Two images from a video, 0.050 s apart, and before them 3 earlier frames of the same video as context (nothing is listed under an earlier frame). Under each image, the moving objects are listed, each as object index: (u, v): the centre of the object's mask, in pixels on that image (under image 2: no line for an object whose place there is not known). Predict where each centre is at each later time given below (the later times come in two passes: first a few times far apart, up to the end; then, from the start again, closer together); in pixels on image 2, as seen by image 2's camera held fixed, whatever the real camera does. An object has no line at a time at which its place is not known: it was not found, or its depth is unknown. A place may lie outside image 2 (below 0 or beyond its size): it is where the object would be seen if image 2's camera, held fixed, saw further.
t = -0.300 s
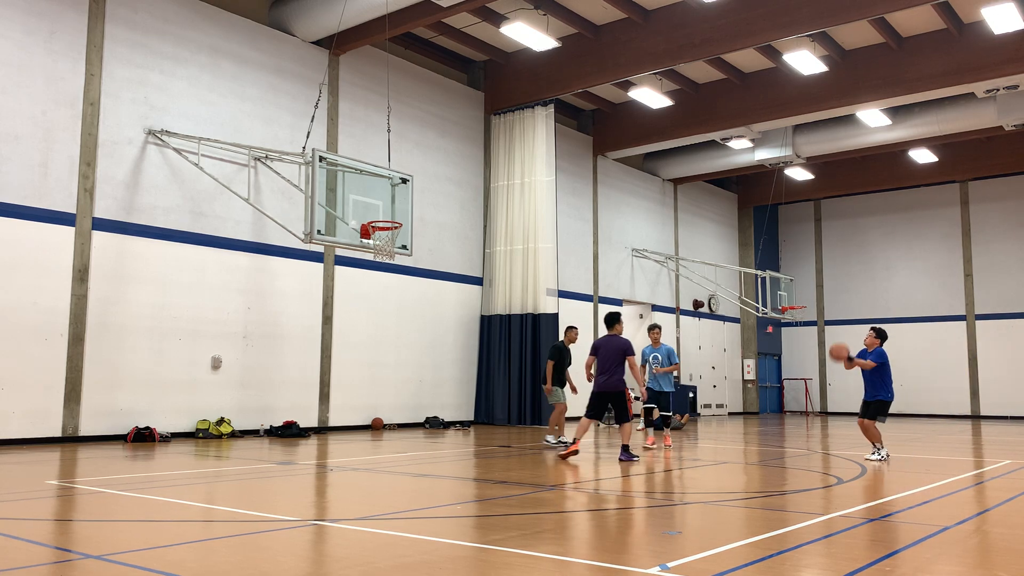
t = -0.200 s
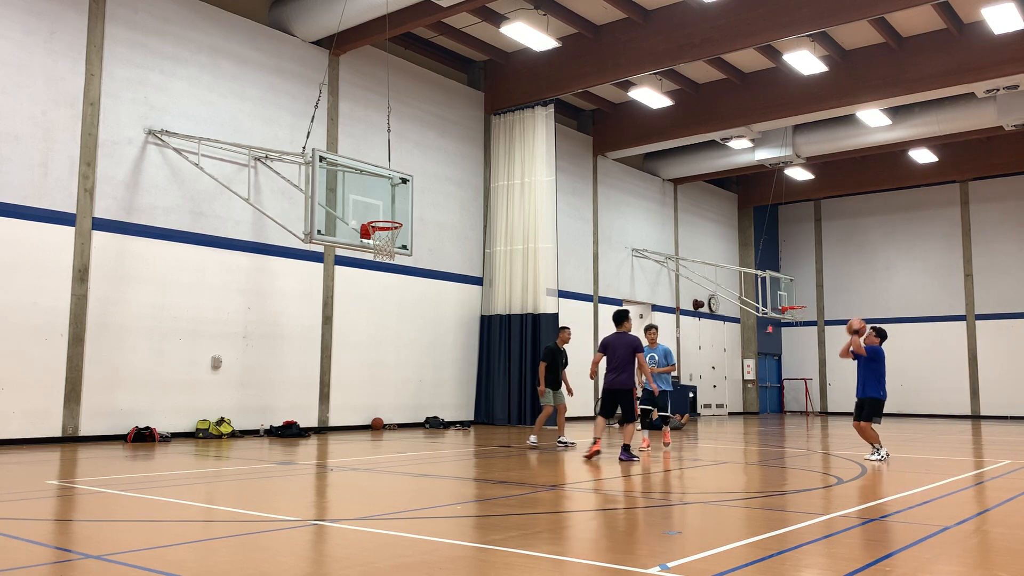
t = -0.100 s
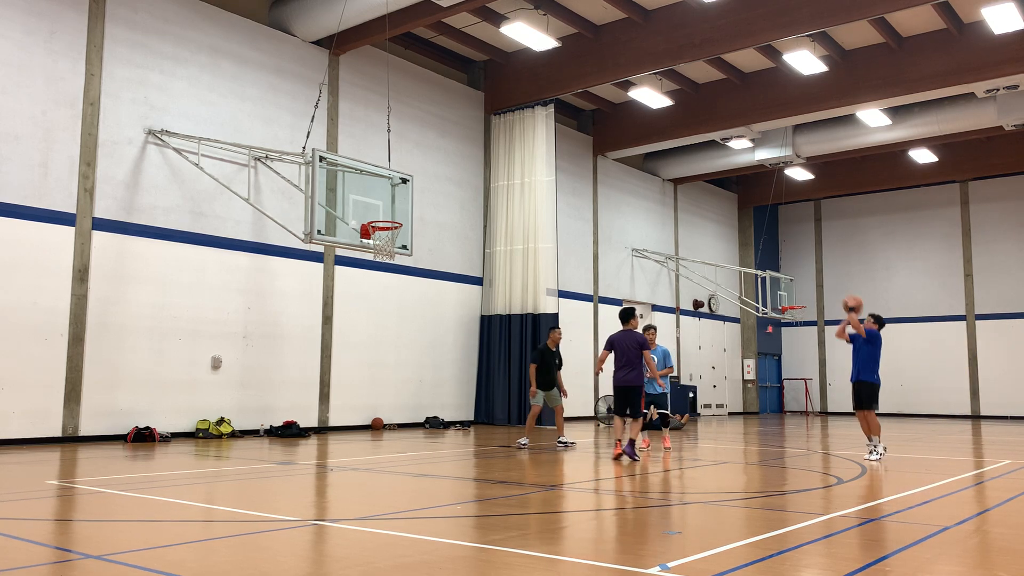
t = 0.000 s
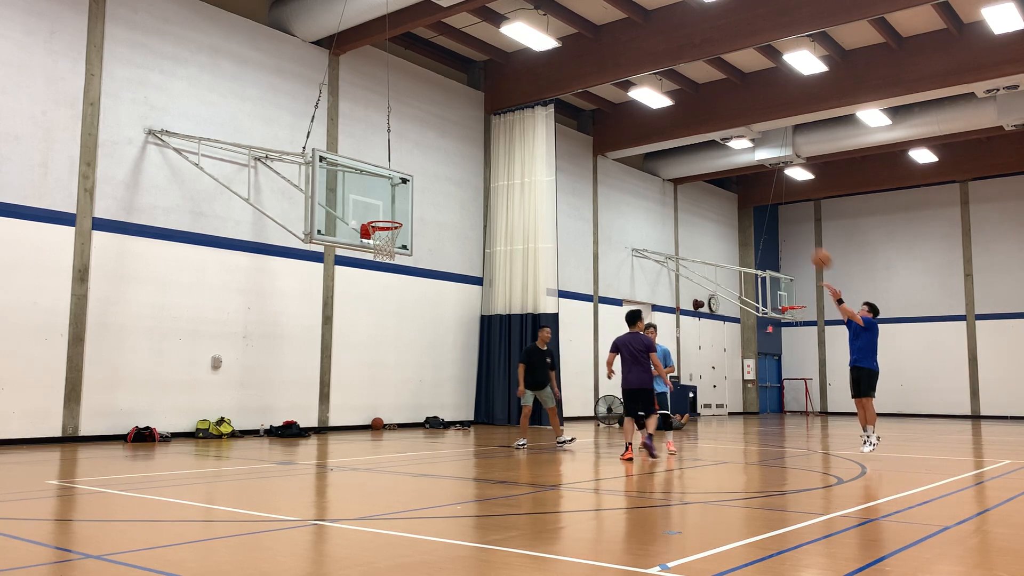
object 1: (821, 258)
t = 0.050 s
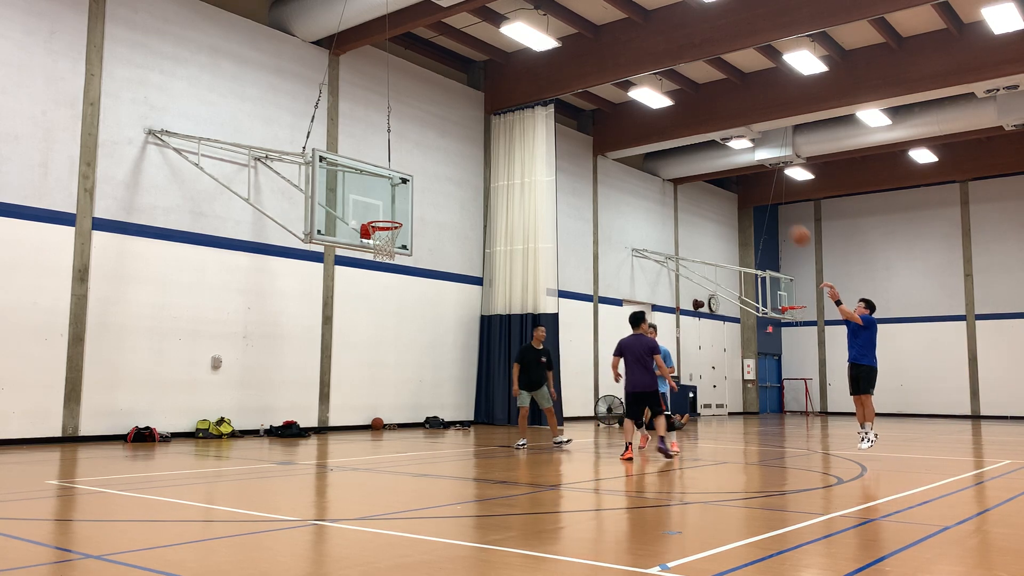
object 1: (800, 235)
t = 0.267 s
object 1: (712, 161)
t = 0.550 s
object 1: (608, 117)
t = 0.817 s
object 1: (515, 129)
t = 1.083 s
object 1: (426, 187)
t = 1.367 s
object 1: (370, 245)
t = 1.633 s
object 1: (379, 291)
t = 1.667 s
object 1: (380, 300)
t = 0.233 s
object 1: (726, 171)
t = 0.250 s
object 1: (719, 165)
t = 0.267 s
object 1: (712, 161)
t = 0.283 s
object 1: (706, 156)
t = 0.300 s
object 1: (700, 152)
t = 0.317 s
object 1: (694, 149)
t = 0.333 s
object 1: (687, 145)
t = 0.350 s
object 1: (682, 142)
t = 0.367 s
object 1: (674, 138)
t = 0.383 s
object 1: (668, 135)
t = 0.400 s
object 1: (662, 133)
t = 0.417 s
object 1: (656, 131)
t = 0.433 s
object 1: (650, 129)
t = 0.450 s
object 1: (644, 126)
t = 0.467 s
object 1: (638, 124)
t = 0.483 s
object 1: (632, 122)
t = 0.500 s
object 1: (626, 121)
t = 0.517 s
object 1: (620, 119)
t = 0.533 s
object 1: (614, 118)
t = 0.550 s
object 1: (608, 117)
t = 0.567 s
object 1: (602, 116)
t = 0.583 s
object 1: (596, 116)
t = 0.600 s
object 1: (590, 116)
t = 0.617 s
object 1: (584, 116)
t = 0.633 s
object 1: (578, 115)
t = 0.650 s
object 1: (573, 116)
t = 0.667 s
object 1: (567, 116)
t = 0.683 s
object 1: (562, 117)
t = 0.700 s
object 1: (556, 118)
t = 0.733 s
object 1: (544, 120)
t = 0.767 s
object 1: (532, 123)
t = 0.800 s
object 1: (521, 127)
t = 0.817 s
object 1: (515, 129)
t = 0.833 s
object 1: (509, 131)
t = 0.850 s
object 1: (503, 133)
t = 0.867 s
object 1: (497, 136)
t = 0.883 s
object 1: (492, 138)
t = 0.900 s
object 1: (487, 141)
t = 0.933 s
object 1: (475, 148)
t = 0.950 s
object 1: (469, 153)
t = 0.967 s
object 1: (464, 156)
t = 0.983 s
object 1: (459, 160)
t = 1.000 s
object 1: (453, 164)
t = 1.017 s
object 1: (448, 168)
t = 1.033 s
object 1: (442, 173)
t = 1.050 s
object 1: (437, 177)
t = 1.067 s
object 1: (431, 182)
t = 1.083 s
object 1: (426, 187)
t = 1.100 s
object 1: (420, 192)
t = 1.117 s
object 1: (415, 198)
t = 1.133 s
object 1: (409, 203)
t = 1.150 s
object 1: (404, 209)
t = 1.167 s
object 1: (399, 214)
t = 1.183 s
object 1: (394, 221)
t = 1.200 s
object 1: (386, 228)
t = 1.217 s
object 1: (382, 233)
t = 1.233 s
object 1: (376, 238)
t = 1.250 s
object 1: (372, 242)
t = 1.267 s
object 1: (371, 242)
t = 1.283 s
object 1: (370, 241)
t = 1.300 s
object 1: (369, 240)
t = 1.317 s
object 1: (368, 240)
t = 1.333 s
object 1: (367, 240)
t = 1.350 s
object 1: (368, 243)
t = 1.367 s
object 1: (370, 245)
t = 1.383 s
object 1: (370, 246)
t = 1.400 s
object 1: (371, 247)
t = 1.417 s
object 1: (371, 249)
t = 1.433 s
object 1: (372, 251)
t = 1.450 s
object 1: (373, 253)
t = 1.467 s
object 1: (373, 256)
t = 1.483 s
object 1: (374, 259)
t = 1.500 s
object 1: (375, 261)
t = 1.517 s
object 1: (375, 264)
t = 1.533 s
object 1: (376, 267)
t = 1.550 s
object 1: (376, 271)
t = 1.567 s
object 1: (377, 274)
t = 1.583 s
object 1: (377, 278)
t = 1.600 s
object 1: (378, 282)
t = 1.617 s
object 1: (379, 286)
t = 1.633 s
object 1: (379, 291)
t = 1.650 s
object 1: (380, 296)
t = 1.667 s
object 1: (380, 300)
